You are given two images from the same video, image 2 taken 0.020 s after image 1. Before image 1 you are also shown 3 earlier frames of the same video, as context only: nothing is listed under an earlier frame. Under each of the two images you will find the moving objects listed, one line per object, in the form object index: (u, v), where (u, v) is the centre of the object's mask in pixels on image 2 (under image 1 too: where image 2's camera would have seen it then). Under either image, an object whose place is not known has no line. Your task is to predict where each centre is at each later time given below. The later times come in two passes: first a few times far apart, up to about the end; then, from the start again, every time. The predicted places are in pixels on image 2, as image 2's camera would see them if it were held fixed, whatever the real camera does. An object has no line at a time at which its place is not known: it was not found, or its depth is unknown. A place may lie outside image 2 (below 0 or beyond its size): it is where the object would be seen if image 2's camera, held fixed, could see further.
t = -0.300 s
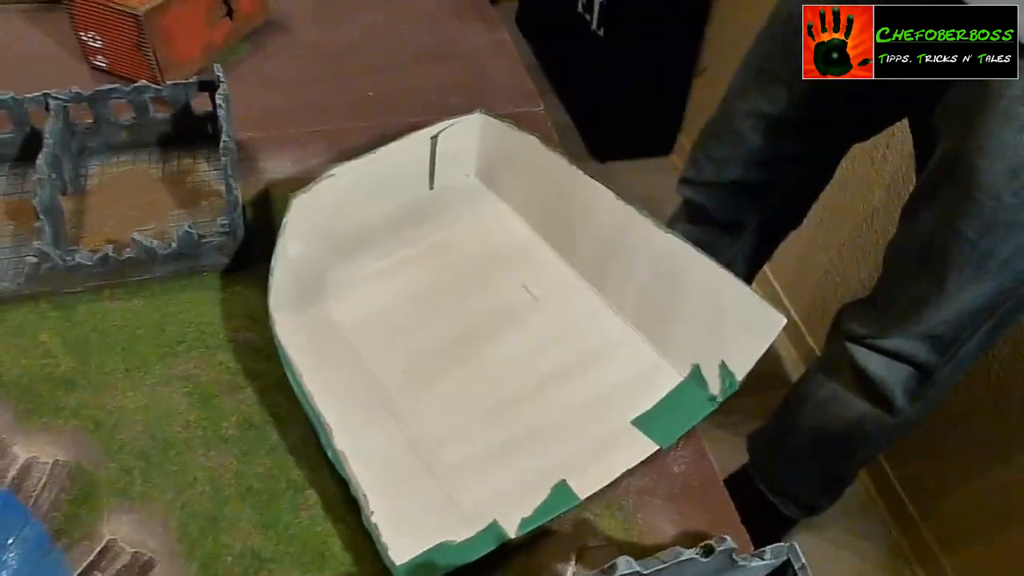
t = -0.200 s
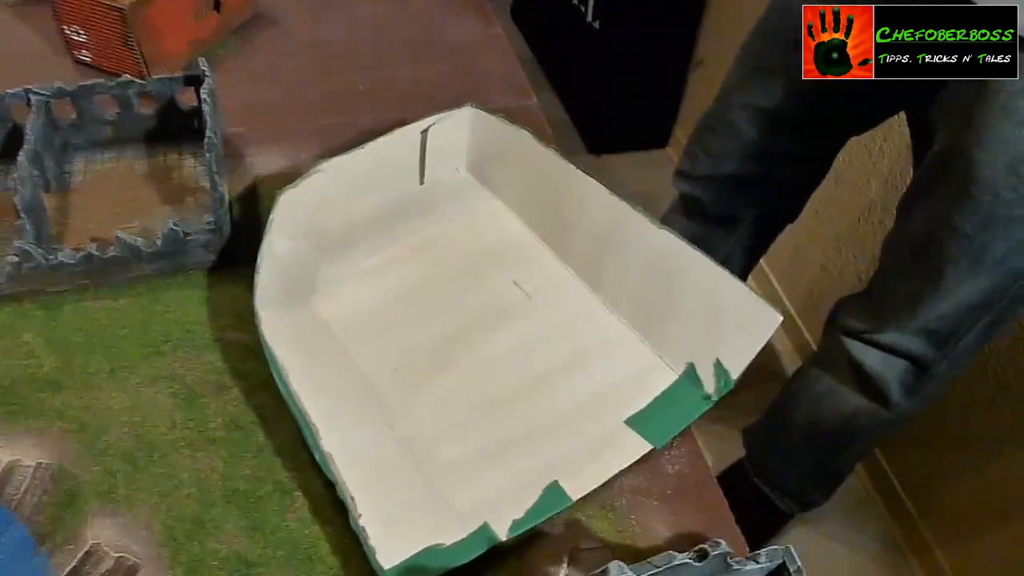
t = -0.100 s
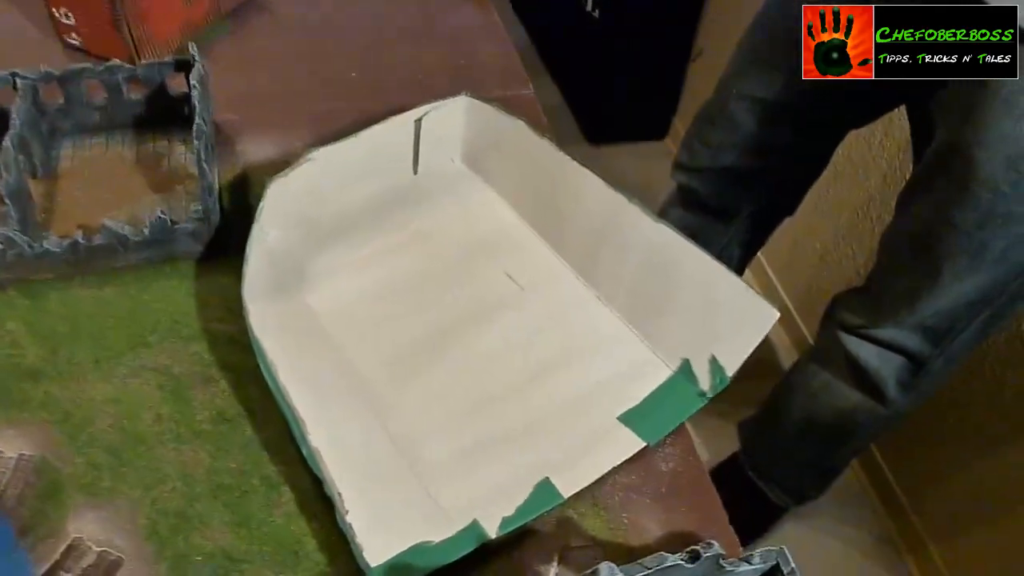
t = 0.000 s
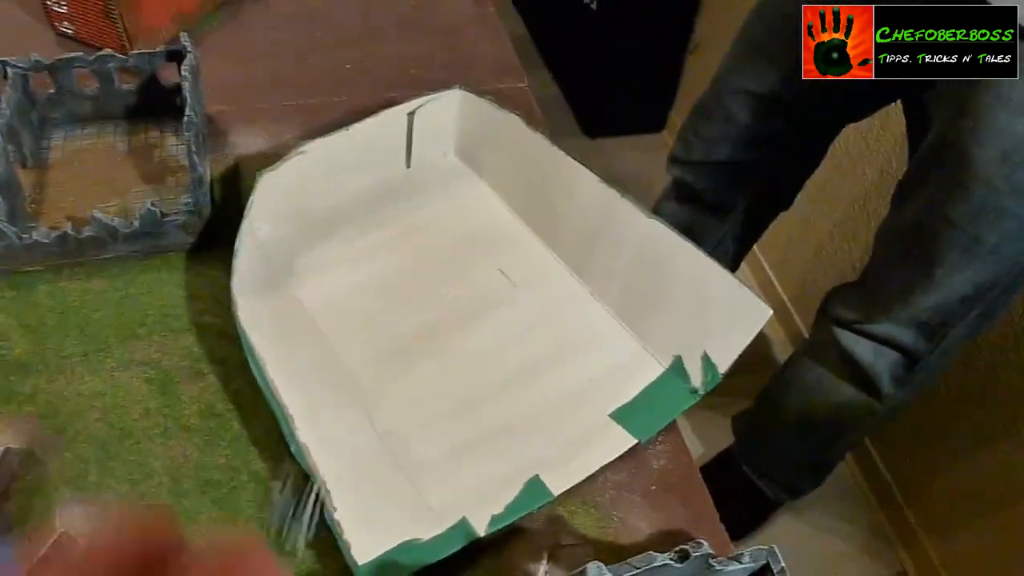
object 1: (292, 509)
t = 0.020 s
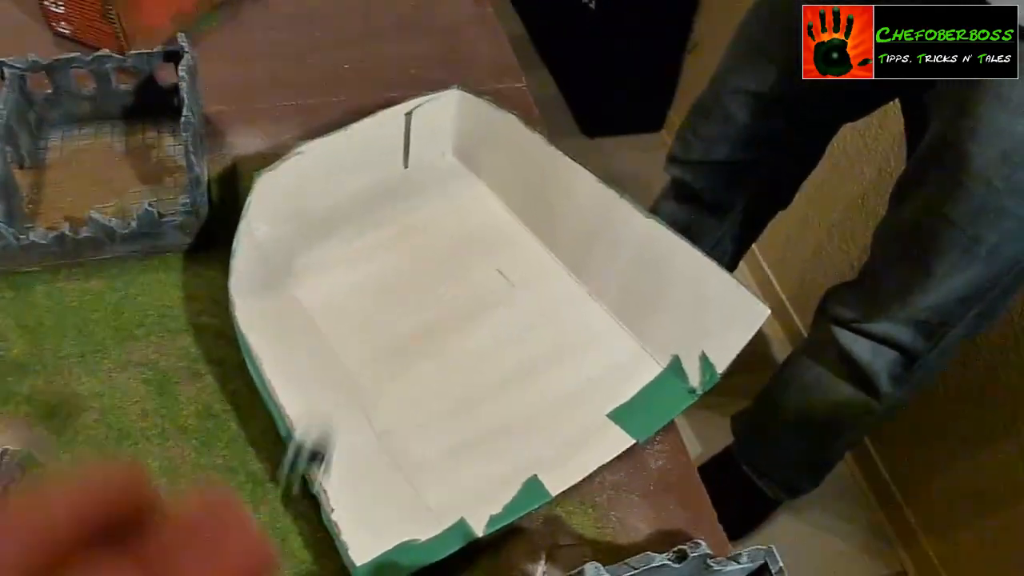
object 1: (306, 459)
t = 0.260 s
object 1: (391, 260)
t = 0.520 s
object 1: (403, 191)
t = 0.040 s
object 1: (324, 407)
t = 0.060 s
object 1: (339, 378)
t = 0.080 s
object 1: (351, 360)
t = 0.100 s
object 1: (365, 348)
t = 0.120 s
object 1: (376, 344)
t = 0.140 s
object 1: (386, 346)
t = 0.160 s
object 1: (395, 353)
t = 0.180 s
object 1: (402, 360)
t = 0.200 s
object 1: (400, 329)
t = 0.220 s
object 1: (395, 301)
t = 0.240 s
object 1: (393, 281)
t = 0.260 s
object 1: (391, 260)
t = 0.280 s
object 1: (388, 251)
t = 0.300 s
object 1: (386, 245)
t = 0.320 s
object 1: (384, 244)
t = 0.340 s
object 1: (380, 231)
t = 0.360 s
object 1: (377, 216)
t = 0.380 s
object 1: (374, 208)
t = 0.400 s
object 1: (368, 202)
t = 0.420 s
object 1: (366, 190)
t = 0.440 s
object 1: (370, 182)
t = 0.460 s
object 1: (376, 183)
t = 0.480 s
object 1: (383, 188)
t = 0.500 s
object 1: (392, 189)
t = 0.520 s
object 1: (403, 191)
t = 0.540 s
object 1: (411, 193)
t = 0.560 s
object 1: (418, 197)
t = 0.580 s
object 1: (425, 198)
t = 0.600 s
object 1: (431, 201)
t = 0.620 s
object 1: (435, 204)
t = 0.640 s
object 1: (439, 207)
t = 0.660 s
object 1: (443, 211)
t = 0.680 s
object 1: (448, 214)
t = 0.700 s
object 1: (452, 217)
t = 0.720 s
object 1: (457, 220)
